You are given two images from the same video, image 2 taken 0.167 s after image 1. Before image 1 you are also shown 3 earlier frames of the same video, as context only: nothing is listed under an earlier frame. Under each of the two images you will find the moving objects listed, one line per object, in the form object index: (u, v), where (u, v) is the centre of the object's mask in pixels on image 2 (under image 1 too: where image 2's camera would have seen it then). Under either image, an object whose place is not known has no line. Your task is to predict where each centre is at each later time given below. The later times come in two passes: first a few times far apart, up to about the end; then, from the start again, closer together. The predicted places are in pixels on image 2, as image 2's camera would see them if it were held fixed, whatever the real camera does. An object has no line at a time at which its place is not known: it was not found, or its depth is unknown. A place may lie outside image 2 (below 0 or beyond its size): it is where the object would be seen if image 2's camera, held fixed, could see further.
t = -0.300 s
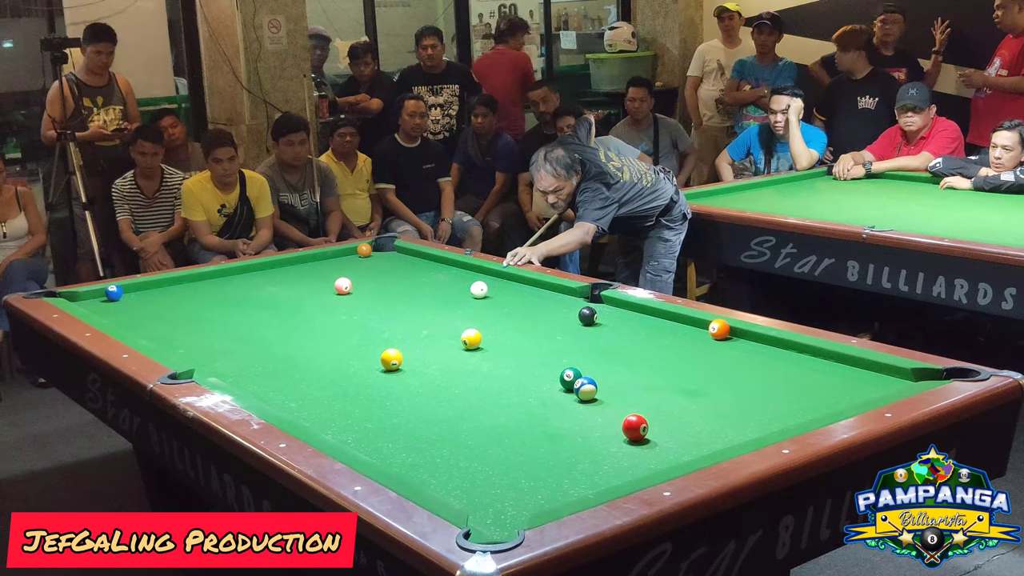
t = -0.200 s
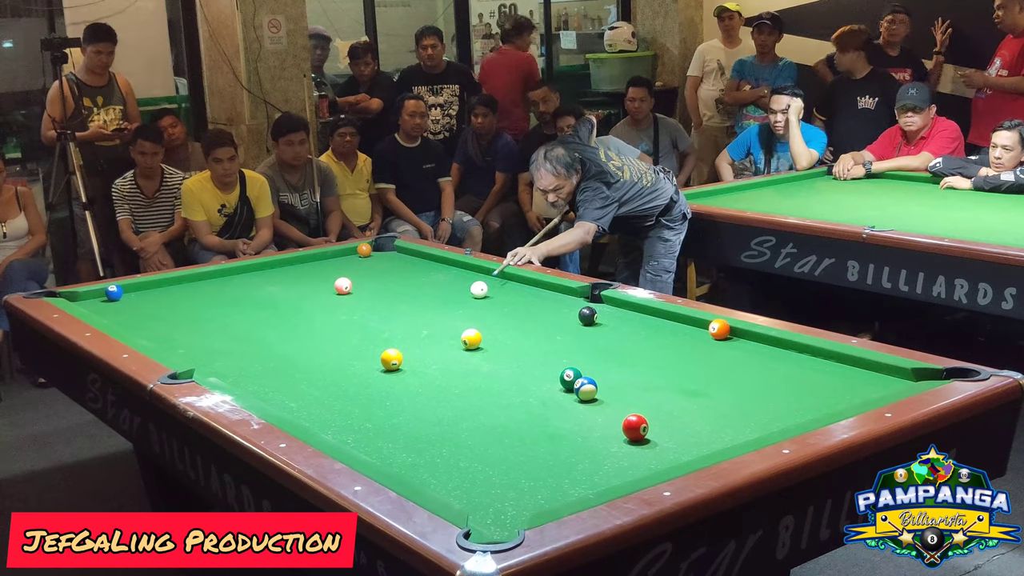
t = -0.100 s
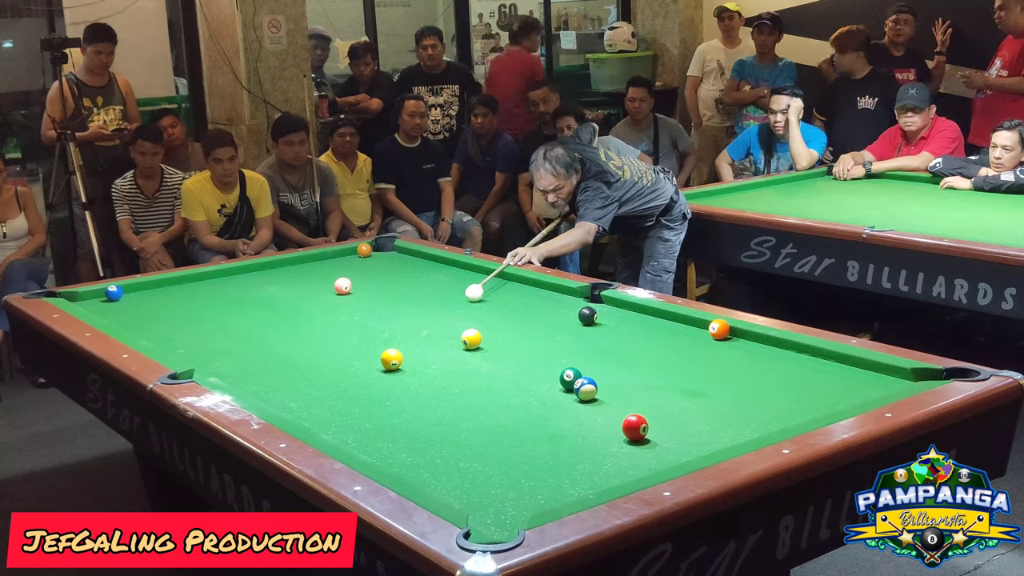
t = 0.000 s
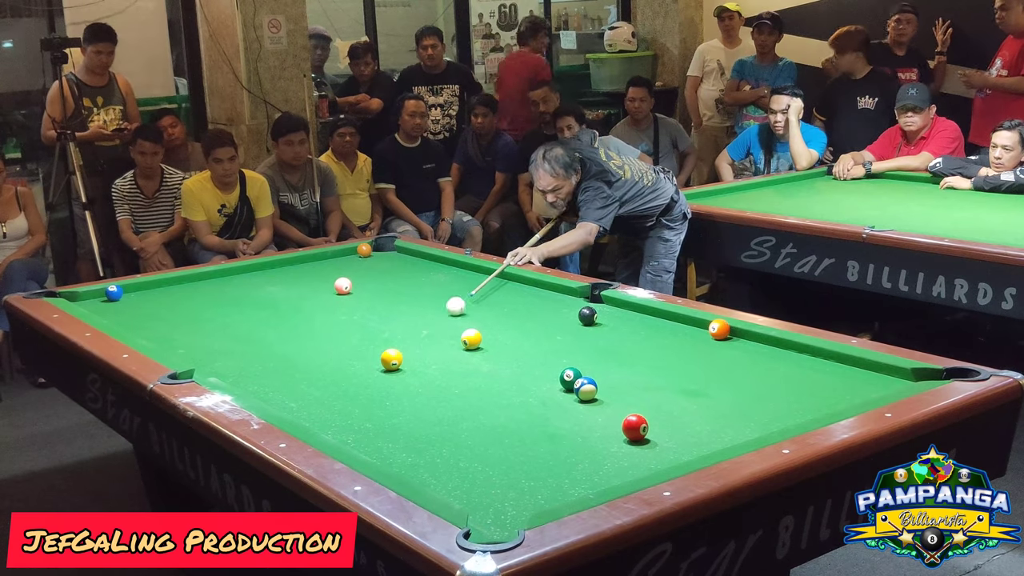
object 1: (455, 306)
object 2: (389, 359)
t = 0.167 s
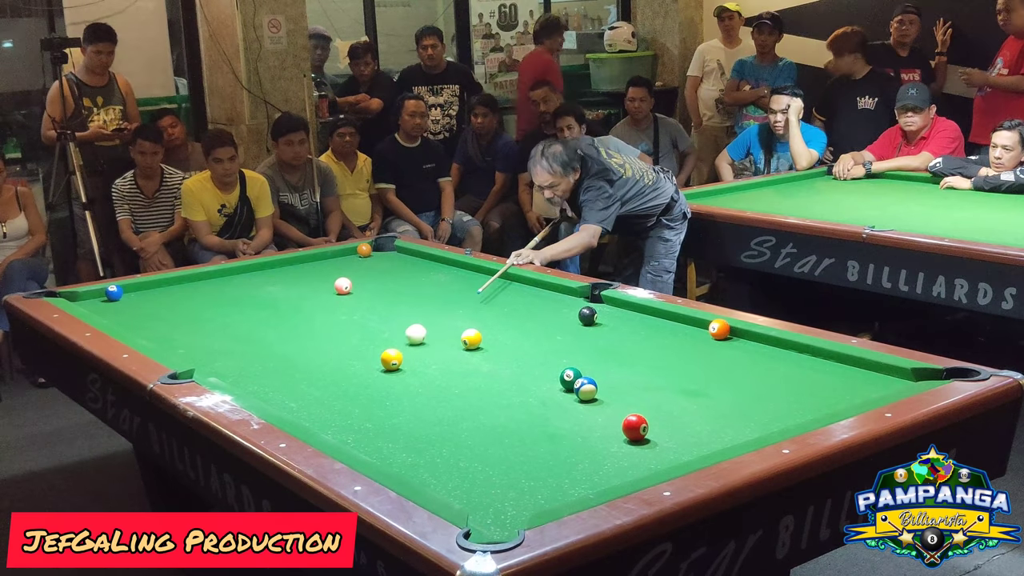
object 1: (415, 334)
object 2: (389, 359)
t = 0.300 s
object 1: (368, 356)
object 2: (395, 366)
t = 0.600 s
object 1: (246, 382)
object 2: (424, 403)
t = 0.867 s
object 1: (279, 368)
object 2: (455, 439)
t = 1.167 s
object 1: (325, 349)
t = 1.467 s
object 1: (364, 332)
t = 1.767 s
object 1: (398, 318)
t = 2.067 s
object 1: (427, 305)
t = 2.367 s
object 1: (453, 294)
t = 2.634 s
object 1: (473, 285)
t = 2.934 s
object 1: (492, 276)
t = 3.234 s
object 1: (484, 275)
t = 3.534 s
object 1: (465, 277)
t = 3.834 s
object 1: (450, 278)
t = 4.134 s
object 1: (434, 279)
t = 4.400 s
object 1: (423, 280)
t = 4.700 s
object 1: (413, 280)
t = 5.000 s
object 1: (405, 281)
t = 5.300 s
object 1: (398, 282)
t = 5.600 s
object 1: (394, 282)
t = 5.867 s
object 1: (393, 282)
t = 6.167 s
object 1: (393, 282)
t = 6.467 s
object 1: (393, 282)
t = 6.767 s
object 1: (393, 282)
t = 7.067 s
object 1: (393, 282)
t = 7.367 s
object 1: (393, 282)
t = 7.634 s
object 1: (393, 282)
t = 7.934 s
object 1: (393, 282)
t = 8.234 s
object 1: (393, 282)
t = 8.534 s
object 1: (393, 282)
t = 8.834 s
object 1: (393, 282)
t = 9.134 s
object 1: (393, 282)
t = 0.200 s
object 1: (407, 340)
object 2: (390, 359)
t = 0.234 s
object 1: (399, 344)
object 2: (390, 359)
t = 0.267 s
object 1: (380, 353)
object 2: (392, 361)
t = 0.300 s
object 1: (368, 356)
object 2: (395, 366)
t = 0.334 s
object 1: (355, 358)
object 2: (399, 370)
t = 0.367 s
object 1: (341, 361)
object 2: (402, 375)
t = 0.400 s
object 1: (334, 363)
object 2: (404, 377)
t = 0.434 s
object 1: (321, 366)
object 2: (407, 381)
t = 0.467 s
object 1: (308, 369)
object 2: (410, 385)
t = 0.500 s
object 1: (294, 372)
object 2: (414, 388)
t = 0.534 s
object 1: (281, 375)
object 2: (416, 393)
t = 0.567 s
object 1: (259, 380)
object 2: (422, 398)
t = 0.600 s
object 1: (246, 382)
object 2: (424, 403)
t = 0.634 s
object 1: (238, 382)
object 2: (429, 407)
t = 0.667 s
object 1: (244, 382)
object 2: (433, 411)
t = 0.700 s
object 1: (250, 380)
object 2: (436, 416)
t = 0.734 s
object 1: (256, 377)
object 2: (440, 420)
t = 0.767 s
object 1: (262, 375)
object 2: (441, 425)
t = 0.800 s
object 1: (268, 373)
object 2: (447, 430)
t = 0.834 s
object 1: (274, 370)
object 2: (451, 434)
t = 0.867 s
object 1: (279, 368)
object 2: (455, 439)
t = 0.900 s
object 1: (285, 365)
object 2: (459, 444)
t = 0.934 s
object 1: (290, 363)
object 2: (463, 449)
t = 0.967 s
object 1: (295, 361)
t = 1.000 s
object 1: (300, 359)
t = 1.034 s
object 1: (305, 357)
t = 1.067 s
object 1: (310, 354)
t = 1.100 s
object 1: (315, 353)
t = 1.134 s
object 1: (320, 350)
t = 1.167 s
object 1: (325, 349)
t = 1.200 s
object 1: (329, 347)
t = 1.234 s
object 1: (334, 345)
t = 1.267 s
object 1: (338, 343)
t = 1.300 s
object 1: (343, 341)
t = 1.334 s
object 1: (347, 339)
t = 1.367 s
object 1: (351, 337)
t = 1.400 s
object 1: (356, 336)
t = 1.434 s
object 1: (360, 334)
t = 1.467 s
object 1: (364, 332)
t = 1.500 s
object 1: (366, 331)
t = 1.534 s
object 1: (370, 330)
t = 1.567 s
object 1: (374, 328)
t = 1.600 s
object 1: (378, 326)
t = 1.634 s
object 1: (382, 325)
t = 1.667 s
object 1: (385, 323)
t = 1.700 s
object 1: (389, 321)
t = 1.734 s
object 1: (394, 319)
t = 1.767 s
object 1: (398, 318)
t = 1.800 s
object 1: (401, 316)
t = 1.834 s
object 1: (405, 315)
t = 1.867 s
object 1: (408, 313)
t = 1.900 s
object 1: (412, 312)
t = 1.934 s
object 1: (415, 310)
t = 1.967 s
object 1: (416, 310)
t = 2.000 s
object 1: (420, 308)
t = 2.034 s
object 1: (424, 306)
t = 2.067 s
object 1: (427, 305)
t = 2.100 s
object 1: (430, 304)
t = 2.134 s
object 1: (433, 302)
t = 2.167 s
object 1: (436, 301)
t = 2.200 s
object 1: (439, 300)
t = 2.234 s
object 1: (442, 299)
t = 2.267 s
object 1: (445, 297)
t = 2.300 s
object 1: (447, 296)
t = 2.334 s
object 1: (450, 295)
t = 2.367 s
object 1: (453, 294)
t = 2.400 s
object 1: (455, 293)
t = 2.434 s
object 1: (458, 292)
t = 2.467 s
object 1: (461, 290)
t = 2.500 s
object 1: (463, 289)
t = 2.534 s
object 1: (466, 288)
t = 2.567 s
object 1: (468, 287)
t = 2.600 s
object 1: (470, 286)
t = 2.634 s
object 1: (473, 285)
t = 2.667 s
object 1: (475, 284)
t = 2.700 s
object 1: (477, 283)
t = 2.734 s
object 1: (480, 282)
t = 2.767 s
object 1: (482, 281)
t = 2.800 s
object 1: (484, 280)
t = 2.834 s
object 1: (486, 279)
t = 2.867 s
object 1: (488, 278)
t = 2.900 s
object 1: (490, 277)
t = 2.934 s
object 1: (492, 276)
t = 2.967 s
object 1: (495, 276)
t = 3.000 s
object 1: (496, 275)
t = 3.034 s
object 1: (497, 274)
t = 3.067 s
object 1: (495, 274)
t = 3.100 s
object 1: (493, 274)
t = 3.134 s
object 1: (490, 275)
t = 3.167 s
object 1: (488, 275)
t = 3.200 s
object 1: (486, 275)
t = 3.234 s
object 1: (484, 275)
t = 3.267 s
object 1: (481, 275)
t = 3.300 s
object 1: (480, 276)
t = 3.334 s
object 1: (477, 276)
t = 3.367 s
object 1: (475, 276)
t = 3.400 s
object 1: (473, 276)
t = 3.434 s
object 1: (471, 276)
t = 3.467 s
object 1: (469, 276)
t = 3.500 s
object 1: (467, 276)
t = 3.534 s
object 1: (465, 277)
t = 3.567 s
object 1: (463, 277)
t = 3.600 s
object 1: (461, 277)
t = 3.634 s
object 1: (460, 277)
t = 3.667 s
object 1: (458, 277)
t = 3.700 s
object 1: (457, 277)
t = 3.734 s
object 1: (455, 277)
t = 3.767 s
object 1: (453, 277)
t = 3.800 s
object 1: (451, 278)
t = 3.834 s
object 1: (450, 278)
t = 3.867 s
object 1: (448, 278)
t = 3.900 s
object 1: (446, 278)
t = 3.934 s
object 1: (444, 278)
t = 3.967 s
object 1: (442, 278)
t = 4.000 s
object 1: (440, 278)
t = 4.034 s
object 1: (439, 278)
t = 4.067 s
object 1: (437, 278)
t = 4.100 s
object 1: (435, 279)
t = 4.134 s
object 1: (434, 279)
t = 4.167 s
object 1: (432, 279)
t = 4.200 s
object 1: (431, 279)
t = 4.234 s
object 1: (430, 279)
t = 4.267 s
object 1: (428, 279)
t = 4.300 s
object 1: (427, 279)
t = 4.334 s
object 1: (426, 279)
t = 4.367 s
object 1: (424, 279)
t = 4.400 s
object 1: (423, 280)
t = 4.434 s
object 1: (422, 280)
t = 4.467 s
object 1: (420, 280)
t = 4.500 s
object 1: (419, 280)
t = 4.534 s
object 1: (418, 280)
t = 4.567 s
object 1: (417, 280)
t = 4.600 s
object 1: (416, 280)
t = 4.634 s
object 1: (415, 280)
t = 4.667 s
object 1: (414, 280)
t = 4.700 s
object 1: (413, 280)
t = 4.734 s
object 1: (412, 281)
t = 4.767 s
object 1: (411, 281)
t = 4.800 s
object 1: (410, 281)
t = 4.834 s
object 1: (409, 281)
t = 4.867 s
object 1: (408, 281)
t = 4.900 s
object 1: (407, 281)
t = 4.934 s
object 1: (406, 281)
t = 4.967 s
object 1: (406, 281)
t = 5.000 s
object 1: (405, 281)
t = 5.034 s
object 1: (404, 281)
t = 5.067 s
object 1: (403, 281)
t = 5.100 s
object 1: (402, 281)
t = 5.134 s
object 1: (402, 281)
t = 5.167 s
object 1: (401, 282)
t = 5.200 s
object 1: (400, 282)
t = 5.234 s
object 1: (400, 282)
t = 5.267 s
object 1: (399, 282)
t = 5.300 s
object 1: (398, 282)
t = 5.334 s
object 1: (398, 282)
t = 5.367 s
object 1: (397, 282)
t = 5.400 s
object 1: (397, 282)
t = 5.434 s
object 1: (396, 282)
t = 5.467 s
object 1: (396, 282)
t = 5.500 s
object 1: (395, 282)
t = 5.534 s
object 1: (395, 282)
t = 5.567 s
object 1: (395, 282)
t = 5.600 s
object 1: (394, 282)
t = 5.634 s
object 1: (394, 282)
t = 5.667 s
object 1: (394, 282)
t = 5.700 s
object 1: (394, 282)
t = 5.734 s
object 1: (393, 282)
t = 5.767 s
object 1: (393, 282)
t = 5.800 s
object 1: (393, 282)
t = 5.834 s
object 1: (393, 282)
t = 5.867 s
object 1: (393, 282)
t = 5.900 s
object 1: (392, 282)
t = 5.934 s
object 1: (392, 282)
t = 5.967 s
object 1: (392, 282)
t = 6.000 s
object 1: (392, 282)
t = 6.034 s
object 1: (392, 282)
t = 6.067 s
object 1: (393, 282)
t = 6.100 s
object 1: (393, 282)
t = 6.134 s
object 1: (393, 282)
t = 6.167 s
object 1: (393, 282)
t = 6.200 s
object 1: (393, 282)
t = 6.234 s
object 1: (393, 282)
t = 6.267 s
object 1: (393, 282)
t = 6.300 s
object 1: (393, 282)
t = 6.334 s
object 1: (393, 282)
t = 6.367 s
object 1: (393, 282)
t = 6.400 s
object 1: (393, 282)
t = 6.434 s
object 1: (393, 282)
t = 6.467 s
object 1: (393, 282)
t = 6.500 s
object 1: (393, 282)
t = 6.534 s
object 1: (393, 282)
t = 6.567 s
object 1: (393, 282)
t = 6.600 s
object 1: (393, 282)
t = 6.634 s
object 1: (393, 282)
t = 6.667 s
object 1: (393, 282)
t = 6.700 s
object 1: (393, 282)
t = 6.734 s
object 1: (393, 282)
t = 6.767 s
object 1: (393, 282)
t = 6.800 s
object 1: (393, 282)
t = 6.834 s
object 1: (393, 282)
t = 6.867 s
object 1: (393, 282)
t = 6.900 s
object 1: (393, 282)
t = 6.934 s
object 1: (393, 282)
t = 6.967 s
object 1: (393, 282)
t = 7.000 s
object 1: (393, 282)
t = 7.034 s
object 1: (393, 282)
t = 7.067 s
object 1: (393, 282)
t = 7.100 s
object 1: (393, 282)
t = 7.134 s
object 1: (393, 282)
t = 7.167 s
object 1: (393, 282)
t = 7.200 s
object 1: (393, 282)
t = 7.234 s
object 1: (393, 282)
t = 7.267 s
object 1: (393, 282)
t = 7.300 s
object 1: (393, 282)
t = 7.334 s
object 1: (393, 282)
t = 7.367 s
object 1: (393, 282)
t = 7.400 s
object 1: (393, 282)
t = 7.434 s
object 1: (393, 282)
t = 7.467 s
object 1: (393, 282)
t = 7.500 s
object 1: (393, 282)
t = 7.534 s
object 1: (393, 282)
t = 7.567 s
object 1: (393, 282)
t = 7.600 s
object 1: (393, 282)
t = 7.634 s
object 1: (393, 282)
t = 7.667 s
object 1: (393, 282)
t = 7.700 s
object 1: (393, 282)
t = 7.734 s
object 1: (393, 282)
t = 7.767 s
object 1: (393, 282)
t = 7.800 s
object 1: (393, 282)
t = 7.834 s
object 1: (393, 282)
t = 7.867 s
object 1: (393, 282)
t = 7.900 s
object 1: (393, 282)
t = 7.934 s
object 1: (393, 282)
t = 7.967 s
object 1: (393, 282)
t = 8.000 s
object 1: (393, 282)
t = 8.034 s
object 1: (393, 282)
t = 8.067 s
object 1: (393, 282)
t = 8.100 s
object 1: (393, 282)
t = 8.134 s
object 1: (393, 282)
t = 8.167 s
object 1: (393, 282)
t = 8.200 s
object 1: (393, 282)
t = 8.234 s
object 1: (393, 282)
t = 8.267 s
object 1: (393, 282)
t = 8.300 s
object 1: (393, 282)
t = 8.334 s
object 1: (393, 282)
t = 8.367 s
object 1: (393, 282)
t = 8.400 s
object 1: (393, 282)
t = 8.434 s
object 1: (393, 282)
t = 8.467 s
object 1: (393, 282)
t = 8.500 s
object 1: (393, 282)
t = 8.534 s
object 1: (393, 282)
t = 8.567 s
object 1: (393, 282)
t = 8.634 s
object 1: (393, 282)
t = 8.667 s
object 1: (393, 282)
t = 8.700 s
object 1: (393, 282)
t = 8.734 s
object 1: (393, 282)
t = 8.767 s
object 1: (393, 282)
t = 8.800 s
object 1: (393, 282)
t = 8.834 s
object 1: (393, 282)
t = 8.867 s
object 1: (393, 282)
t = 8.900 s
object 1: (393, 282)
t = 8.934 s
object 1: (393, 282)
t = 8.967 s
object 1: (393, 282)
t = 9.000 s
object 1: (393, 282)
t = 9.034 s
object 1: (393, 282)
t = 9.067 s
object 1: (393, 282)
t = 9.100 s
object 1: (393, 282)
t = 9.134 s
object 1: (393, 282)
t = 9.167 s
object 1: (393, 282)
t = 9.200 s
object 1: (393, 282)
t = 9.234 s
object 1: (393, 282)
